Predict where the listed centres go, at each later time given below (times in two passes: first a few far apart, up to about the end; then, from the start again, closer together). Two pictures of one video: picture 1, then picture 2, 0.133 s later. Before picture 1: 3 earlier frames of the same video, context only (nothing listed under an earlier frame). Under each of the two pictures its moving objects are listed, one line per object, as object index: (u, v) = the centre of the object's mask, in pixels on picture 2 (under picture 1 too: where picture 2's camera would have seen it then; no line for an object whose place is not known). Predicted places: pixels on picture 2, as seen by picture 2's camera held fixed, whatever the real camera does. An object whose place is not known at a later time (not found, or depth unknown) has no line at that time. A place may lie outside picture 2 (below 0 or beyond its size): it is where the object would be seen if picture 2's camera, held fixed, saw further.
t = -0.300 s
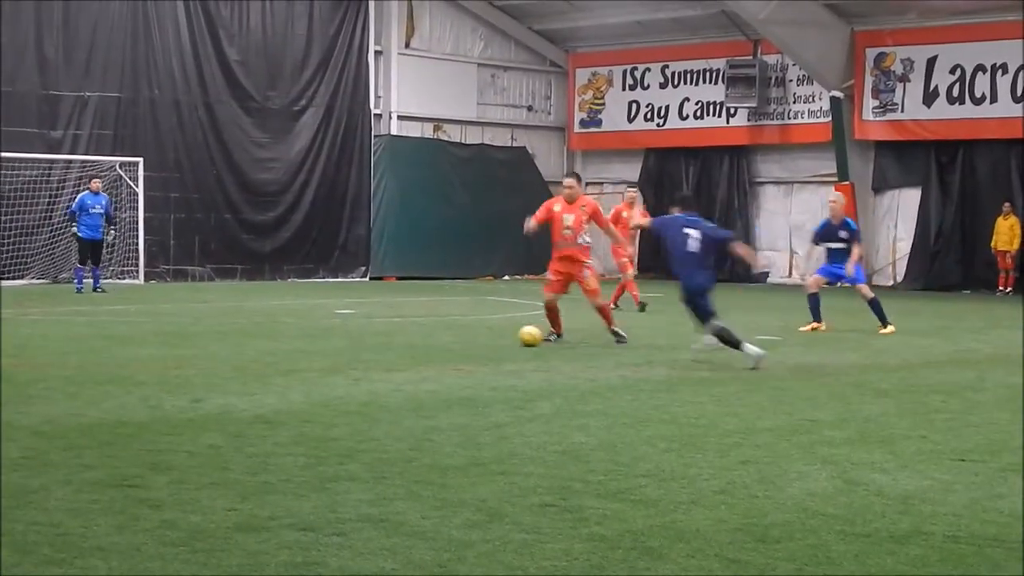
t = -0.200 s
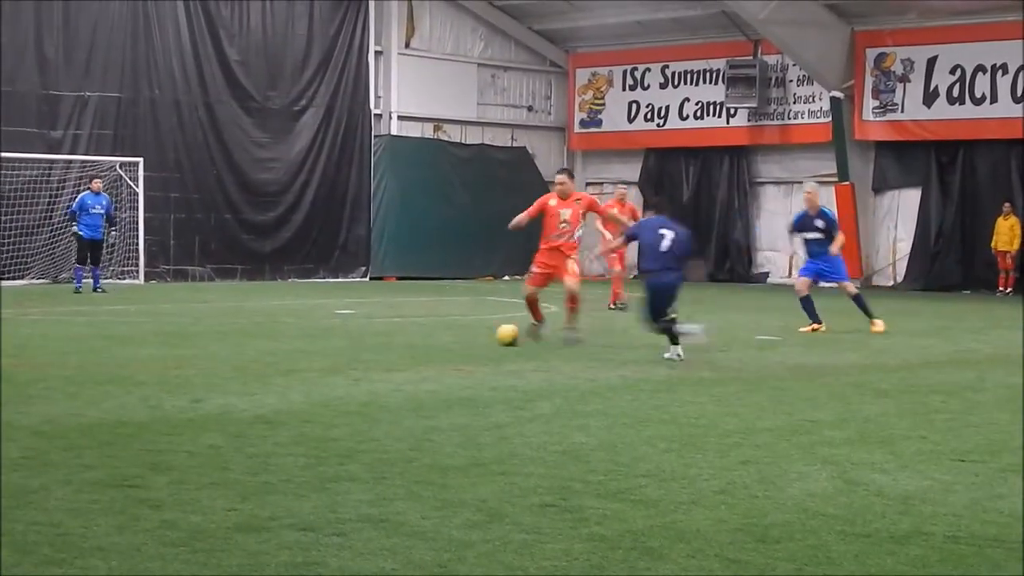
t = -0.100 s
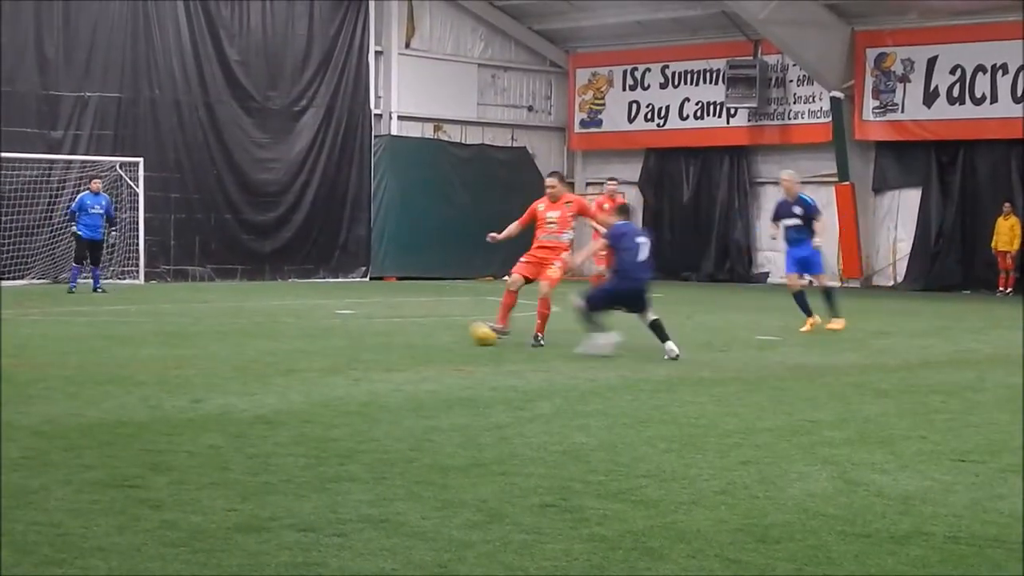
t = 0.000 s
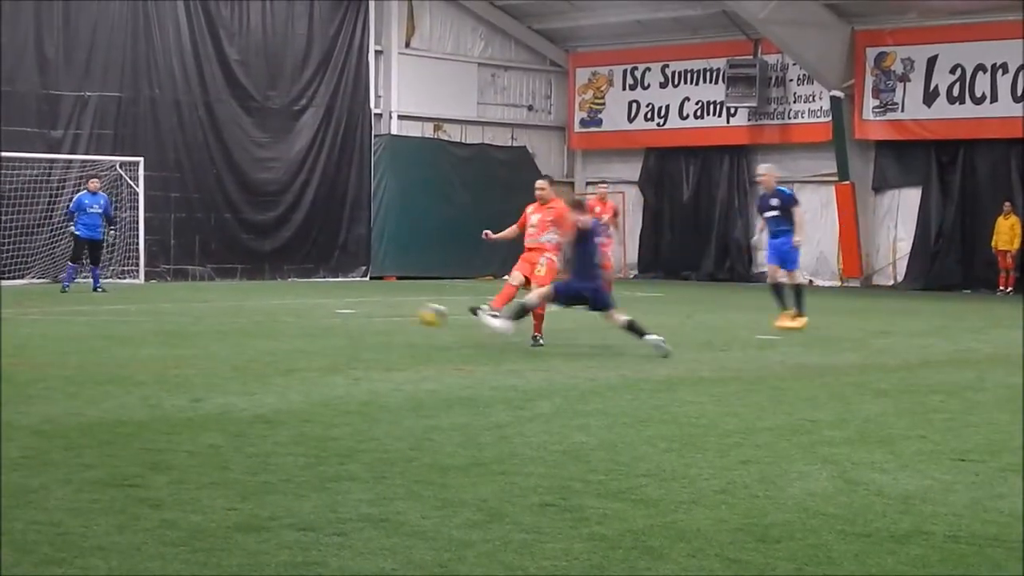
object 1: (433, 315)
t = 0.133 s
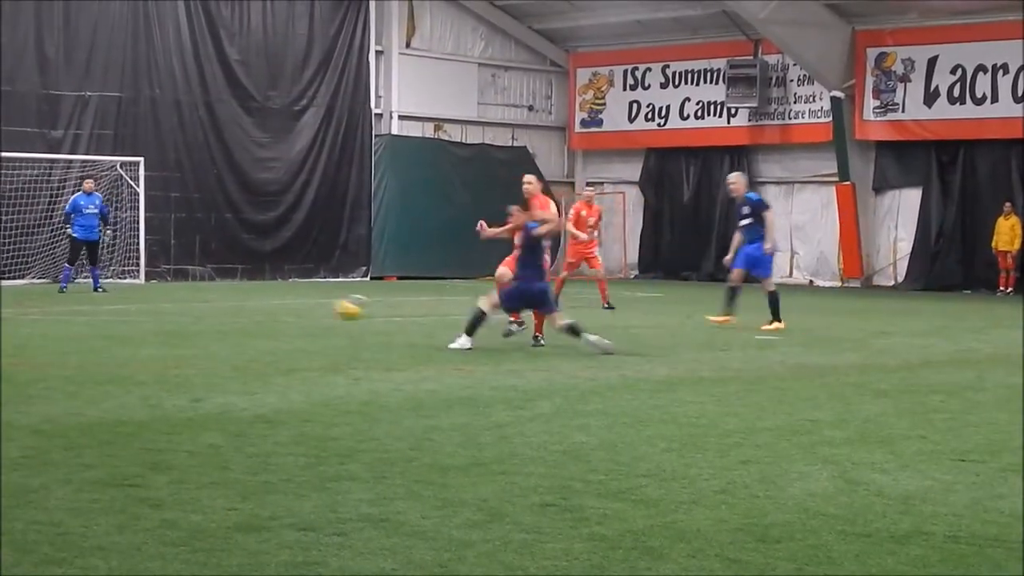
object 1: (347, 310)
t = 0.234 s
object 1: (284, 314)
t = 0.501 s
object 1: (70, 367)
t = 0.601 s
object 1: (4, 364)
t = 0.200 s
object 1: (309, 309)
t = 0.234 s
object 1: (284, 314)
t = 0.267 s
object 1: (257, 321)
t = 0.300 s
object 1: (232, 327)
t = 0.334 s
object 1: (207, 335)
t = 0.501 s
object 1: (70, 367)
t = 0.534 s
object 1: (44, 365)
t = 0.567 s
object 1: (20, 364)
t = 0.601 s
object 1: (4, 364)
